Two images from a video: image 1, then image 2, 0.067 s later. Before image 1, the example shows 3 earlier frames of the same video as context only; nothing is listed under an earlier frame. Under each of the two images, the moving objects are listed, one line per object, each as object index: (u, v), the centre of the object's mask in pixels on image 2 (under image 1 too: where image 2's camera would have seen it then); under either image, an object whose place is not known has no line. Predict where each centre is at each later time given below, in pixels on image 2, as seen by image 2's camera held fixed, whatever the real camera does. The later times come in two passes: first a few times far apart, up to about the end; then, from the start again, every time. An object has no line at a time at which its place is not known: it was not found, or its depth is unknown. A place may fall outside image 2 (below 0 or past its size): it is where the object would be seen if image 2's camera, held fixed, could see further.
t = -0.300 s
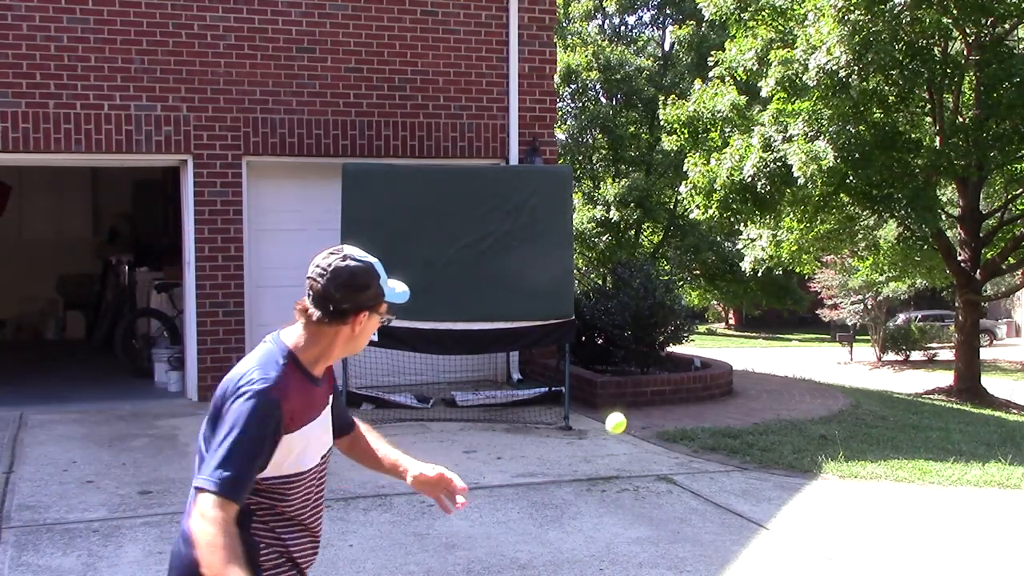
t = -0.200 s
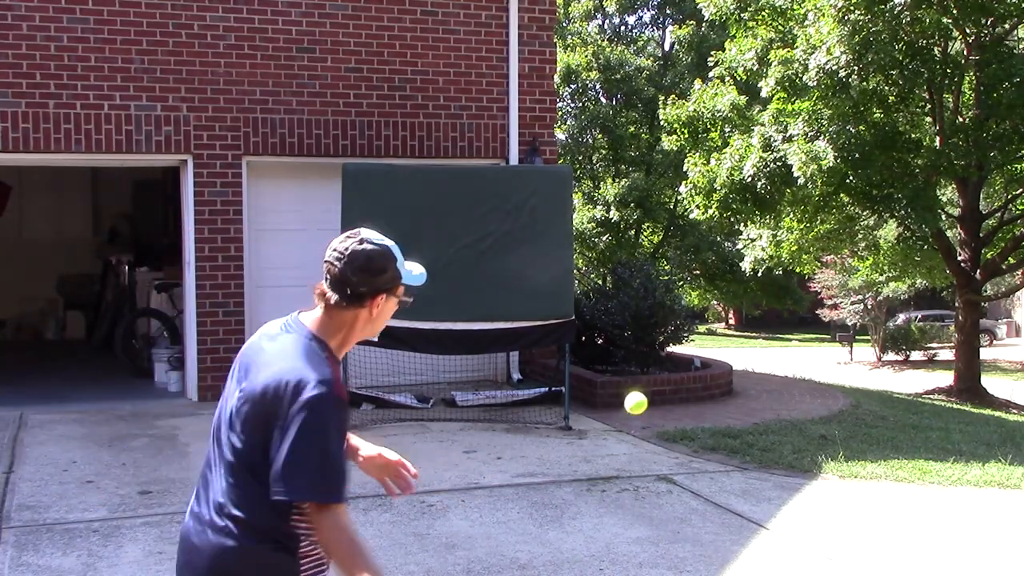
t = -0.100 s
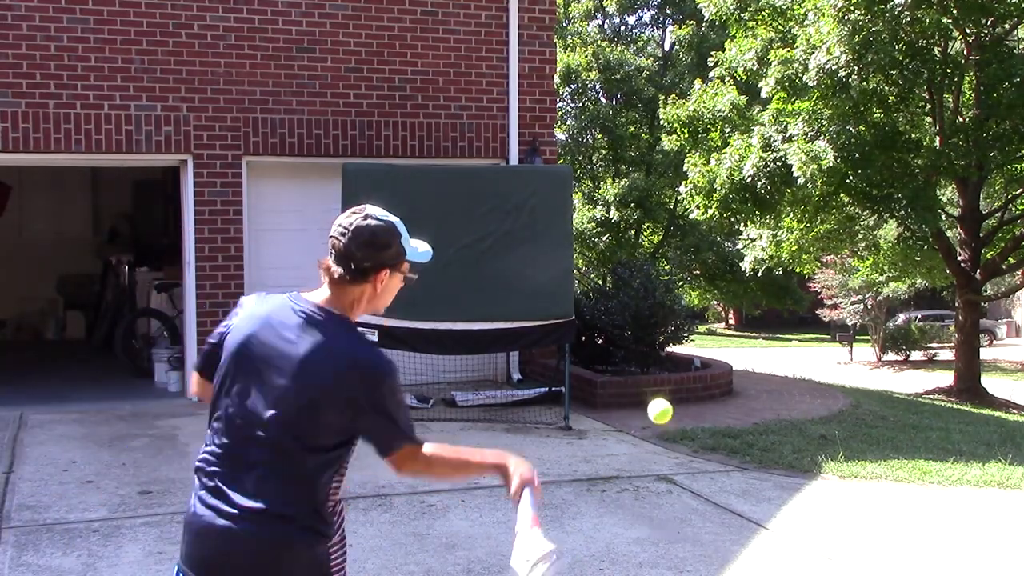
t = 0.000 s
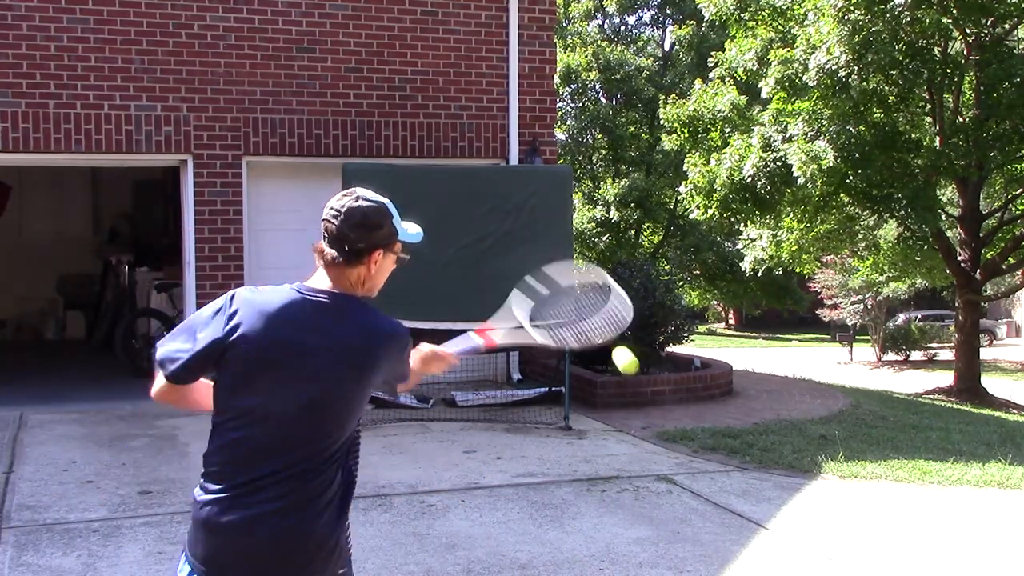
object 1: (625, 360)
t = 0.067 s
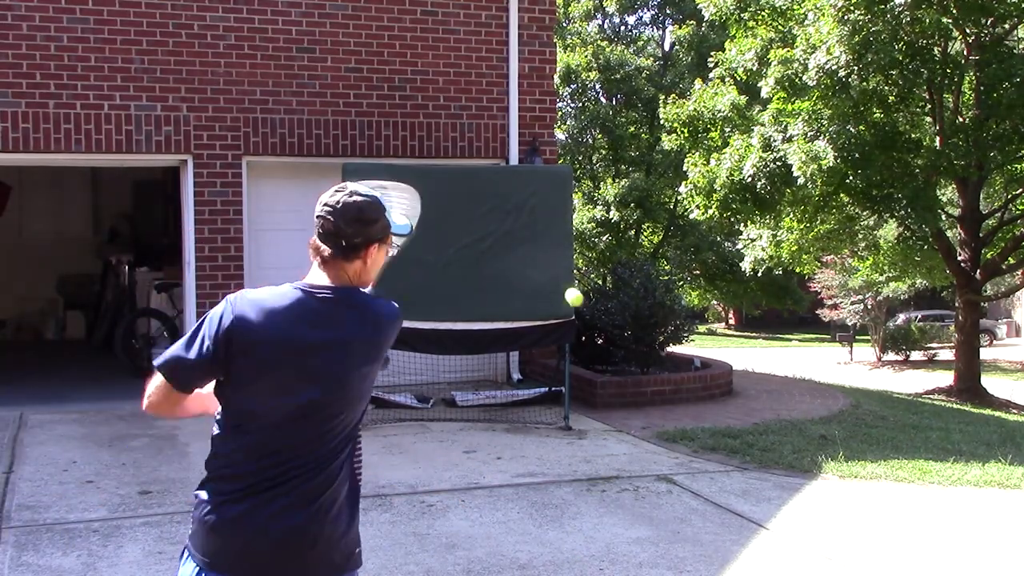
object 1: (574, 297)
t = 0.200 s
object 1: (525, 258)
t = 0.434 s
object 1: (514, 238)
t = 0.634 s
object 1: (520, 265)
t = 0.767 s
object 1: (526, 329)
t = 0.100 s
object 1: (557, 280)
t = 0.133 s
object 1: (544, 269)
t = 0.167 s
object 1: (534, 262)
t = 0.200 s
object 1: (525, 258)
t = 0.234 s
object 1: (518, 256)
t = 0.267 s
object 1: (512, 257)
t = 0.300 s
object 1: (511, 251)
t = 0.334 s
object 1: (512, 246)
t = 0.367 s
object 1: (512, 242)
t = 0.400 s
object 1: (513, 239)
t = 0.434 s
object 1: (514, 238)
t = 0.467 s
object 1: (514, 238)
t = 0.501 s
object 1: (515, 240)
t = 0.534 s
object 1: (516, 244)
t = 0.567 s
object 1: (517, 249)
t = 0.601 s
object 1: (518, 256)
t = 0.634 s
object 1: (520, 265)
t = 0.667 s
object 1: (521, 277)
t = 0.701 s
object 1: (522, 291)
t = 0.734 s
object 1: (524, 308)
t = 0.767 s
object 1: (526, 329)
